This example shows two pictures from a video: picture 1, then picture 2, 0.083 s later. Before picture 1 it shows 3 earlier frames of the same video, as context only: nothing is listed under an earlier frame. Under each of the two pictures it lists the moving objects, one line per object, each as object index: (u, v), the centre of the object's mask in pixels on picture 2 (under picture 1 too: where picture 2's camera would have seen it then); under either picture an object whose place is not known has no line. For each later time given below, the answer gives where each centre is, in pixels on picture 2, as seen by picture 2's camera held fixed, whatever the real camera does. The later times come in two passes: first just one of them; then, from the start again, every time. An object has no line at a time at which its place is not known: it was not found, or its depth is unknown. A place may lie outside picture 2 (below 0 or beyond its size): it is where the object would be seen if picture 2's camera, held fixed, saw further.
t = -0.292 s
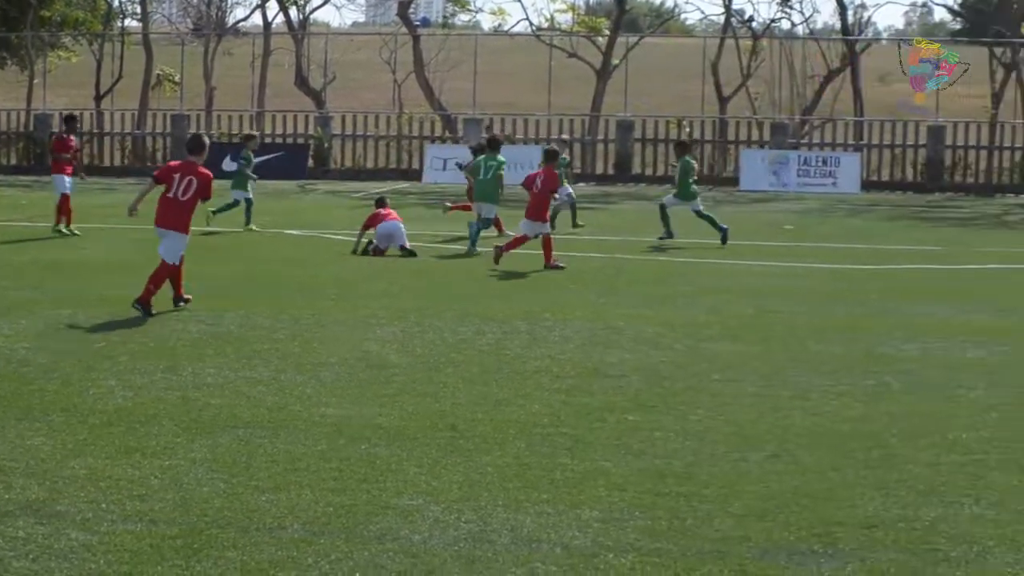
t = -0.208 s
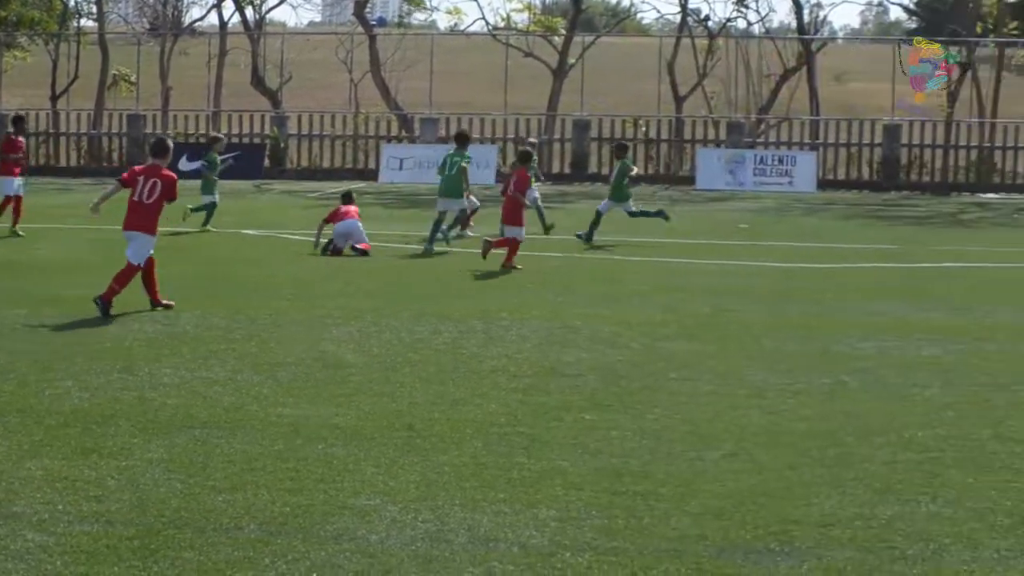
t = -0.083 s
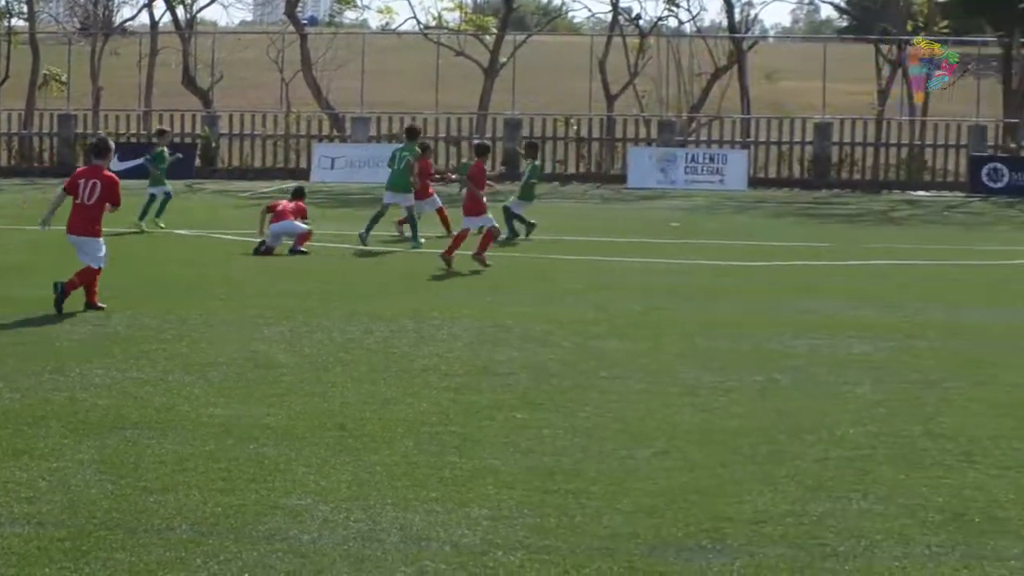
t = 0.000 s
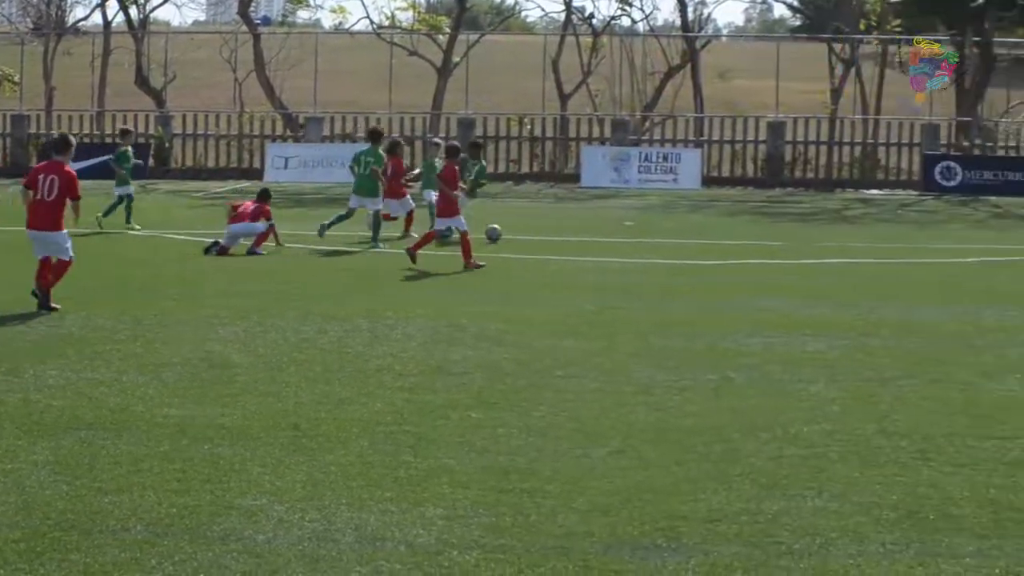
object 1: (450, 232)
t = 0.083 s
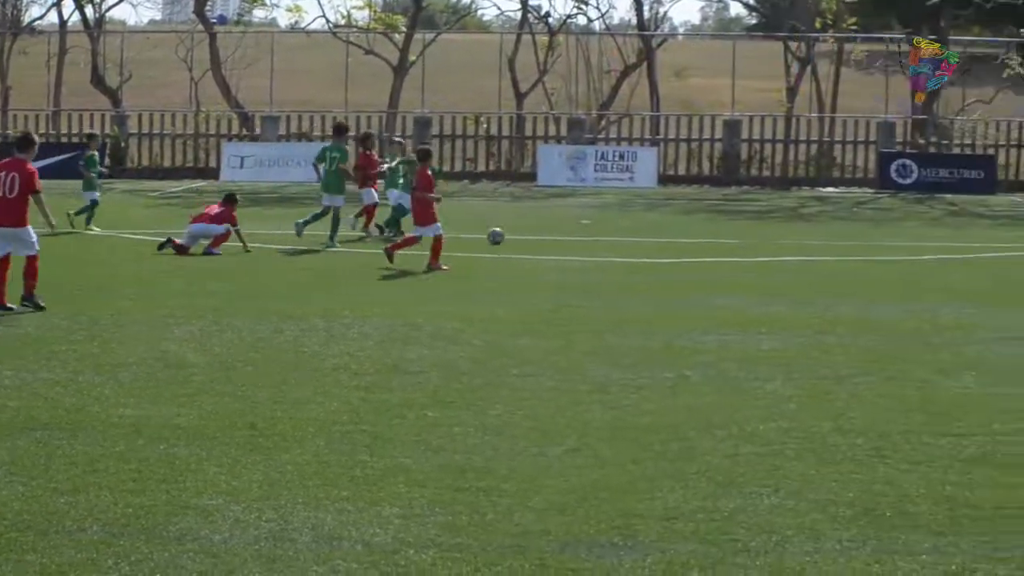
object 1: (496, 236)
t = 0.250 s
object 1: (579, 240)
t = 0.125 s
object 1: (516, 237)
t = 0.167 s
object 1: (537, 238)
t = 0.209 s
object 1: (559, 238)
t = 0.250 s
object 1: (579, 240)
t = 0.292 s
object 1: (595, 241)
